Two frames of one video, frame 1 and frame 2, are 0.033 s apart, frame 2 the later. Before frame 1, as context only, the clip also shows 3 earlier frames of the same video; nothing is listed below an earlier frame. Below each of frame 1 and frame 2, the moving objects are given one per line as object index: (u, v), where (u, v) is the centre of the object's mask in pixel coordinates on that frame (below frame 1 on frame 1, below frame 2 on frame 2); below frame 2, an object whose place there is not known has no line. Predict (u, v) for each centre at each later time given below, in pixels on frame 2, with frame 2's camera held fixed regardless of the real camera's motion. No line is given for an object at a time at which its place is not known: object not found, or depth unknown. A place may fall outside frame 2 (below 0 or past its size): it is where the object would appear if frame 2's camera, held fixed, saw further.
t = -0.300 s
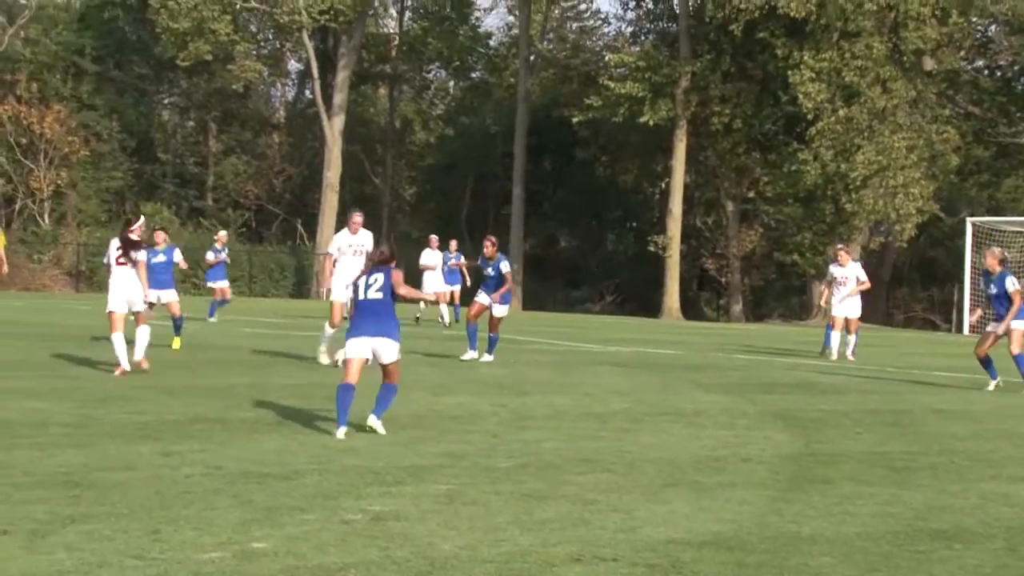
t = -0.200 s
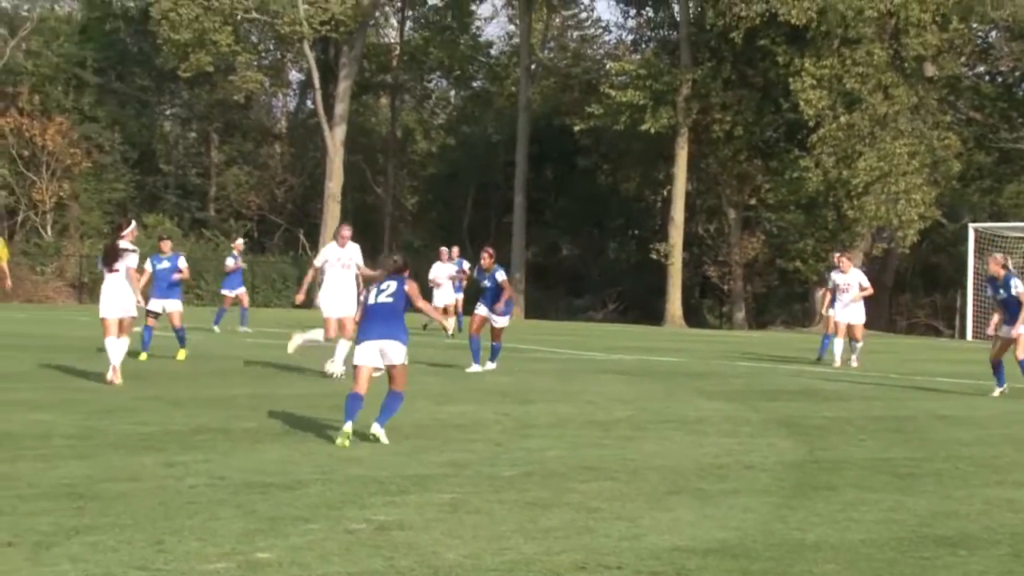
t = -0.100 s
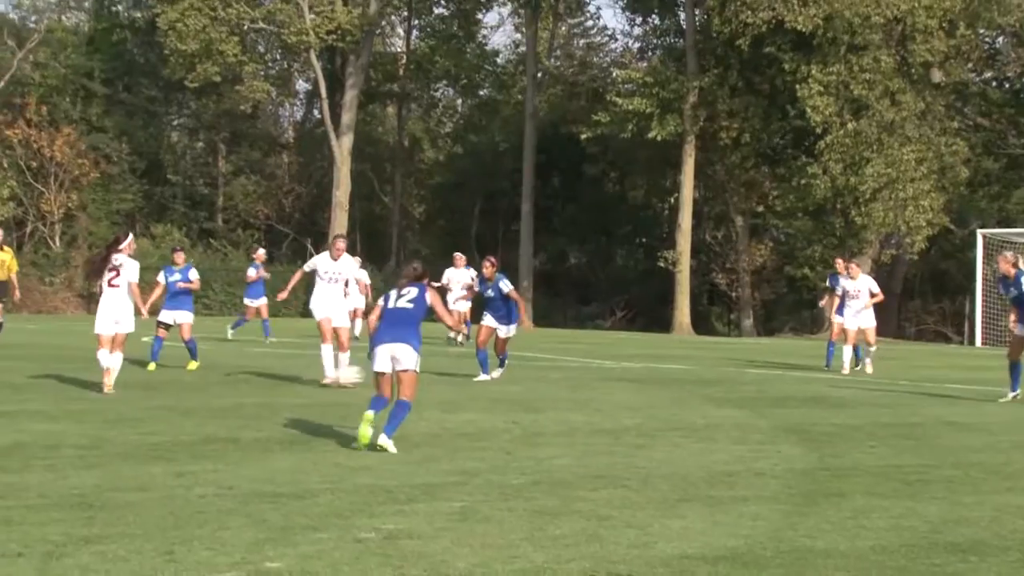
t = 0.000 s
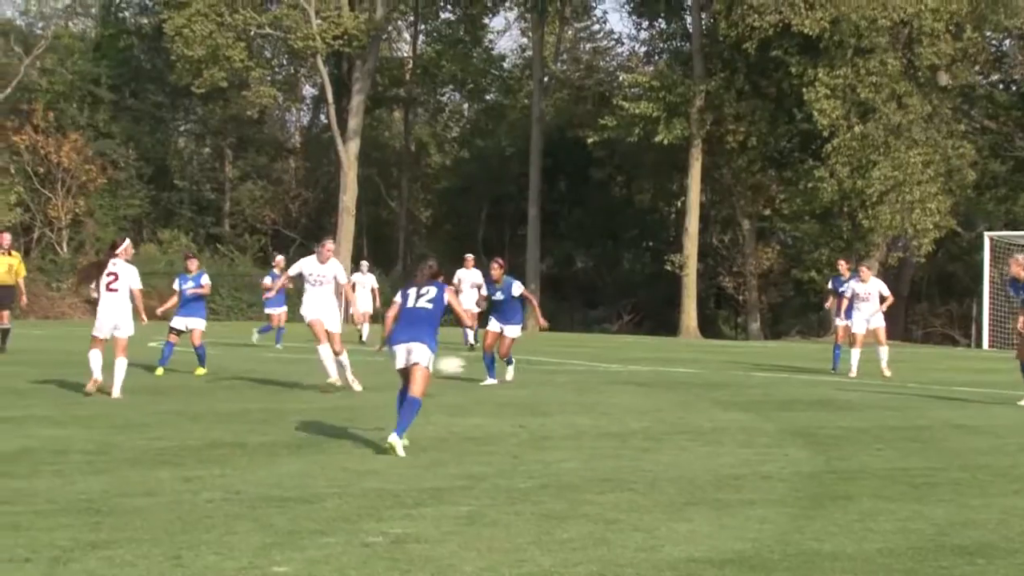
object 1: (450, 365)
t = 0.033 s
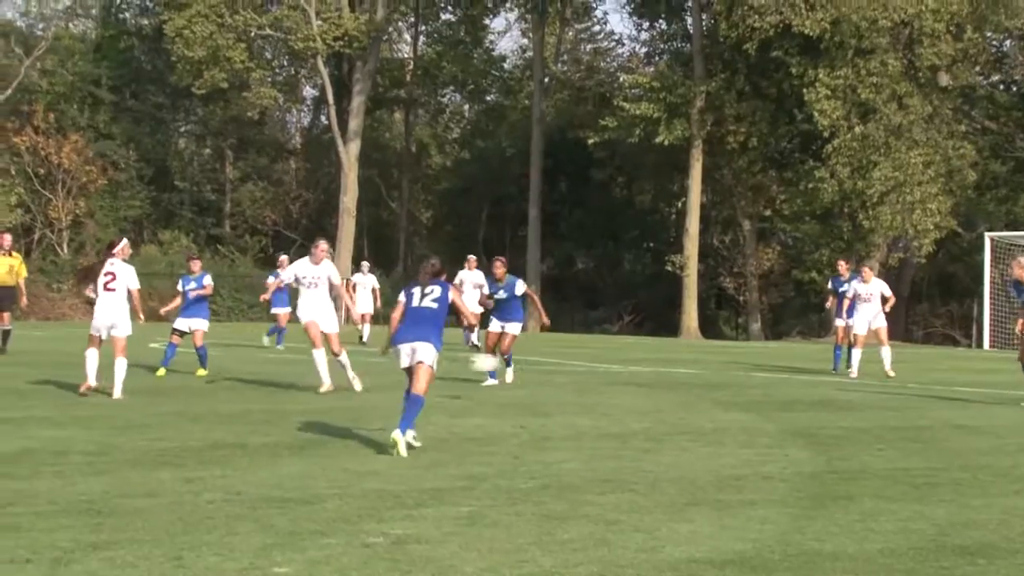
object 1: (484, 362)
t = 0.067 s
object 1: (520, 362)
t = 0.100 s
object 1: (552, 361)
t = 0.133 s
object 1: (587, 362)
